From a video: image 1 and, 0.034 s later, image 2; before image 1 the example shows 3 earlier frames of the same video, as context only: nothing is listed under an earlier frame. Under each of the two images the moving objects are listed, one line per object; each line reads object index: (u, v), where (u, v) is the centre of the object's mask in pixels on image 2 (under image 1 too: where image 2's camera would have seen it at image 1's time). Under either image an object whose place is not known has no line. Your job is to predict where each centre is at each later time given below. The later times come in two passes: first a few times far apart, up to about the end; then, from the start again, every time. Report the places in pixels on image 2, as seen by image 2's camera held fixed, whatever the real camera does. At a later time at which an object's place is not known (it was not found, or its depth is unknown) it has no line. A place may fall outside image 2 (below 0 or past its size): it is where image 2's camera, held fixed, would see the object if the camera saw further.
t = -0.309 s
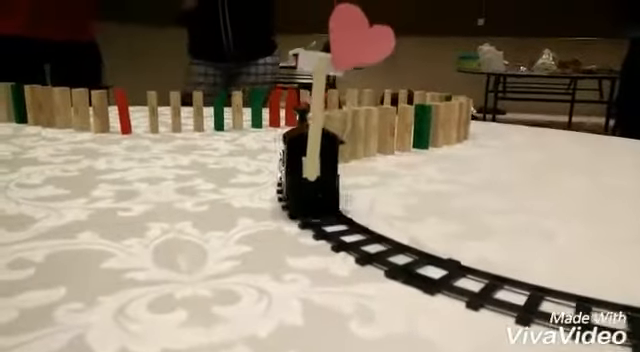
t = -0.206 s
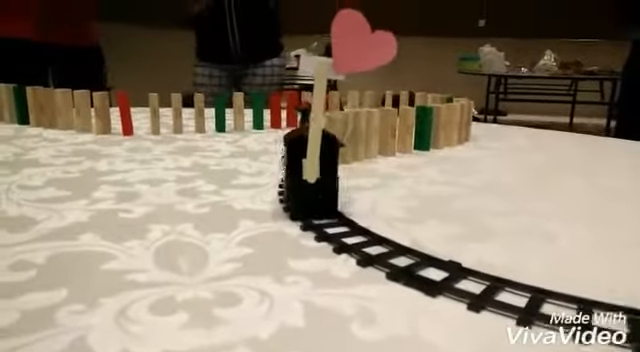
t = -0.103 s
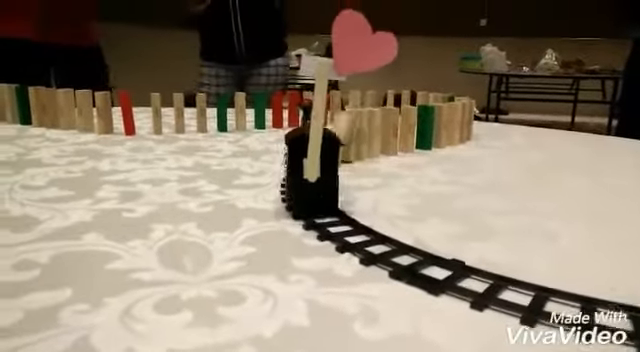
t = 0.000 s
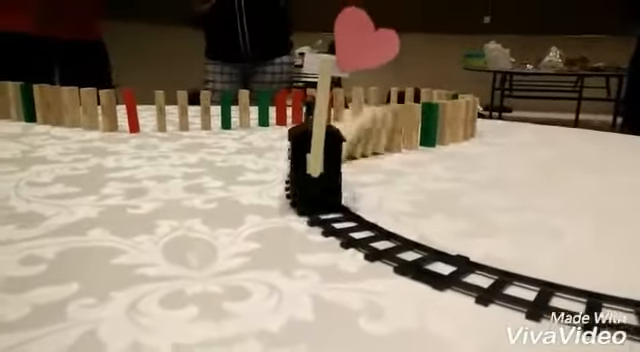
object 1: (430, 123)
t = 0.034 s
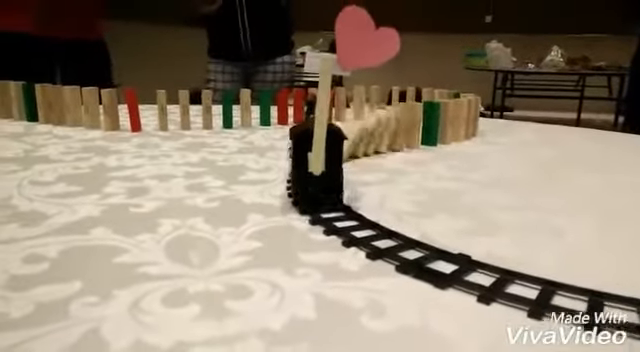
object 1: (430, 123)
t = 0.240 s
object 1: (446, 128)
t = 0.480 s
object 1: (449, 131)
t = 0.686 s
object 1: (450, 130)
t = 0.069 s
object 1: (431, 125)
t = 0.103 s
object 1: (433, 127)
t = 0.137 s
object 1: (437, 126)
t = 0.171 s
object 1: (441, 127)
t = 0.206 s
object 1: (444, 128)
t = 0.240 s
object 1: (446, 128)
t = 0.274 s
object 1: (447, 129)
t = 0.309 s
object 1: (447, 131)
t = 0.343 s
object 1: (448, 131)
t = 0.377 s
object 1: (448, 131)
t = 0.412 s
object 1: (449, 131)
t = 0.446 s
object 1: (449, 131)
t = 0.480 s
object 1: (449, 131)
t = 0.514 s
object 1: (449, 131)
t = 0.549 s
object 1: (450, 131)
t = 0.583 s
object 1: (450, 131)
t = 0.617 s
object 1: (450, 131)
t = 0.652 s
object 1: (450, 131)
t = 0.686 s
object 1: (450, 130)
